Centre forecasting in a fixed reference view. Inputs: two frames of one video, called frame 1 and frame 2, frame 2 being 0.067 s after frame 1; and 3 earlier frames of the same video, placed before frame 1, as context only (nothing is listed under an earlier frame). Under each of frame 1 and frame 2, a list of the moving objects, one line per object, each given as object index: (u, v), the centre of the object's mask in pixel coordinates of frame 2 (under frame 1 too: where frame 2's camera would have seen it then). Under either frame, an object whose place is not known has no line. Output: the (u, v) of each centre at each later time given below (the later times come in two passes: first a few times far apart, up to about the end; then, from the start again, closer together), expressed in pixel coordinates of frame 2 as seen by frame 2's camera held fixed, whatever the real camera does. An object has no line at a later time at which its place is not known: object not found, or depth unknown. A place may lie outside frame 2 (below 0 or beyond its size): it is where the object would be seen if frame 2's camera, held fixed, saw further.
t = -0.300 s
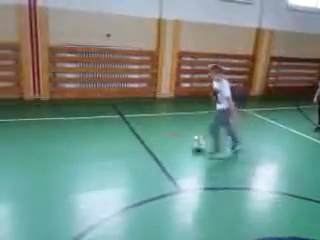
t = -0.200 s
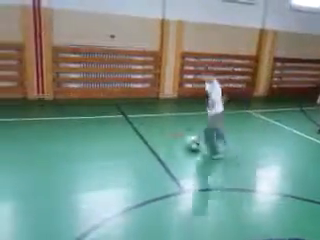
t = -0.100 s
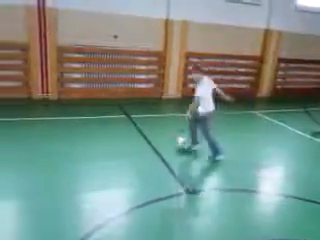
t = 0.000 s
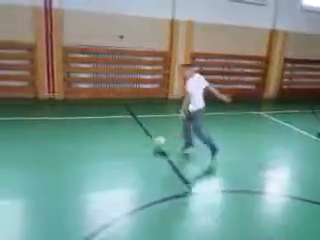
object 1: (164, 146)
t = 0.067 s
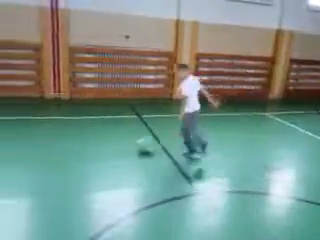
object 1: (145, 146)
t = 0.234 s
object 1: (101, 146)
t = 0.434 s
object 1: (57, 144)
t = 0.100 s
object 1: (135, 146)
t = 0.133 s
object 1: (127, 146)
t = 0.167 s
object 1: (117, 146)
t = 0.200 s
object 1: (109, 146)
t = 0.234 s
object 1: (101, 146)
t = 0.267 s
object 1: (94, 146)
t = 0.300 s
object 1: (87, 145)
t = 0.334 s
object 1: (81, 145)
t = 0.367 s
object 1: (71, 145)
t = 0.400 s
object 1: (64, 145)
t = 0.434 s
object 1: (57, 144)
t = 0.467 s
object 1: (50, 144)
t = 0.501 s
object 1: (43, 144)
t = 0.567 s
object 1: (29, 142)
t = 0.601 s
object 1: (21, 142)
